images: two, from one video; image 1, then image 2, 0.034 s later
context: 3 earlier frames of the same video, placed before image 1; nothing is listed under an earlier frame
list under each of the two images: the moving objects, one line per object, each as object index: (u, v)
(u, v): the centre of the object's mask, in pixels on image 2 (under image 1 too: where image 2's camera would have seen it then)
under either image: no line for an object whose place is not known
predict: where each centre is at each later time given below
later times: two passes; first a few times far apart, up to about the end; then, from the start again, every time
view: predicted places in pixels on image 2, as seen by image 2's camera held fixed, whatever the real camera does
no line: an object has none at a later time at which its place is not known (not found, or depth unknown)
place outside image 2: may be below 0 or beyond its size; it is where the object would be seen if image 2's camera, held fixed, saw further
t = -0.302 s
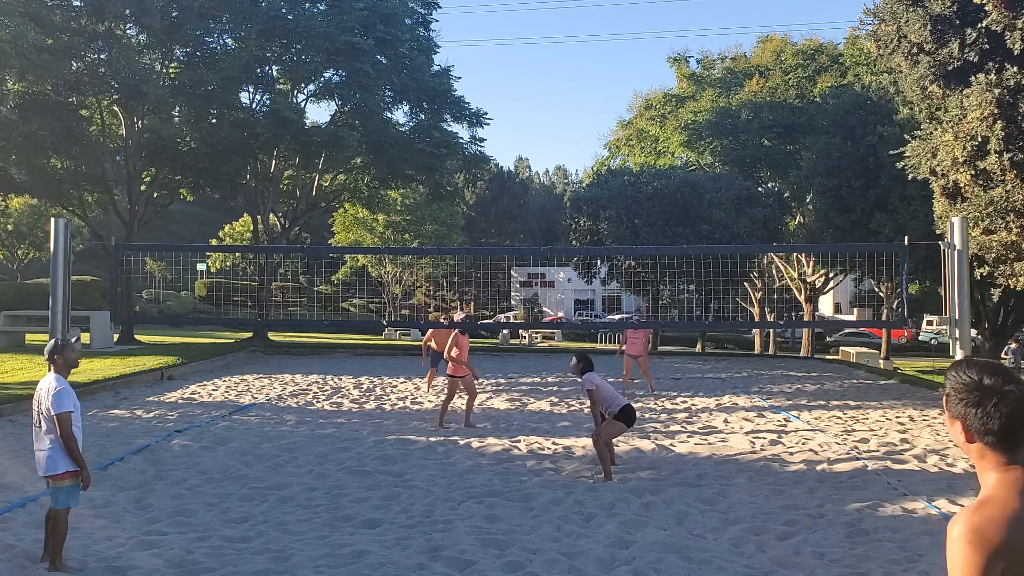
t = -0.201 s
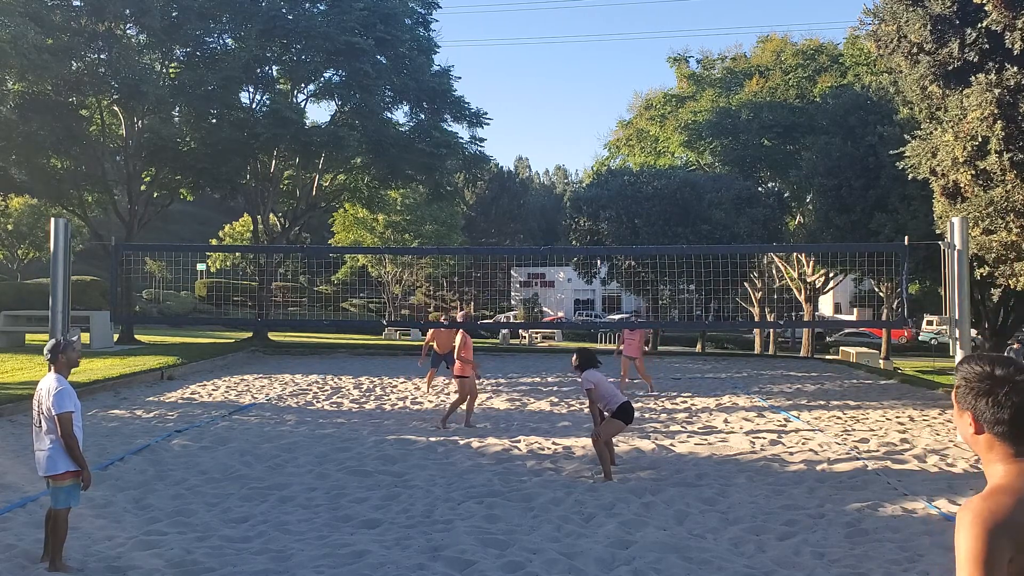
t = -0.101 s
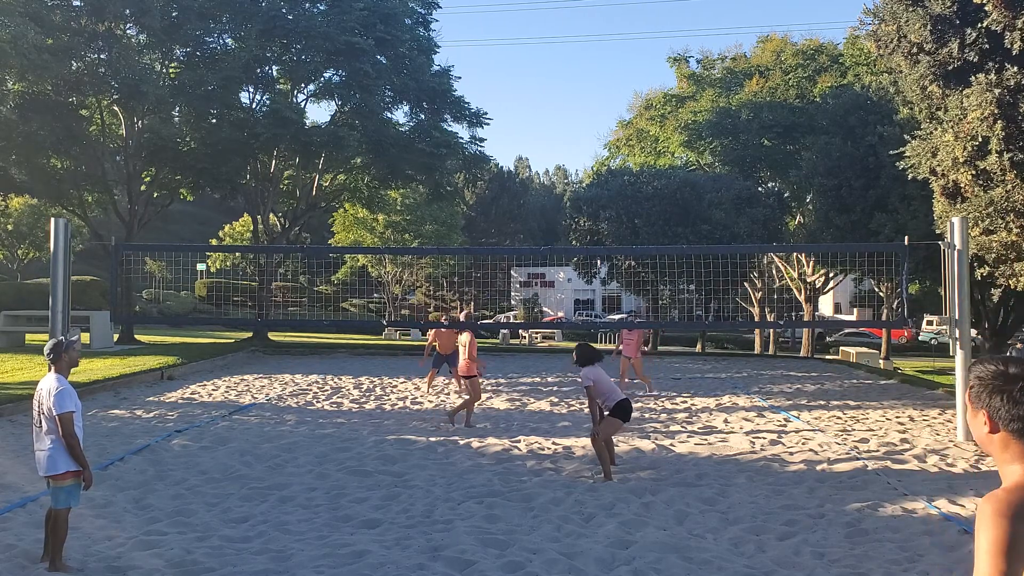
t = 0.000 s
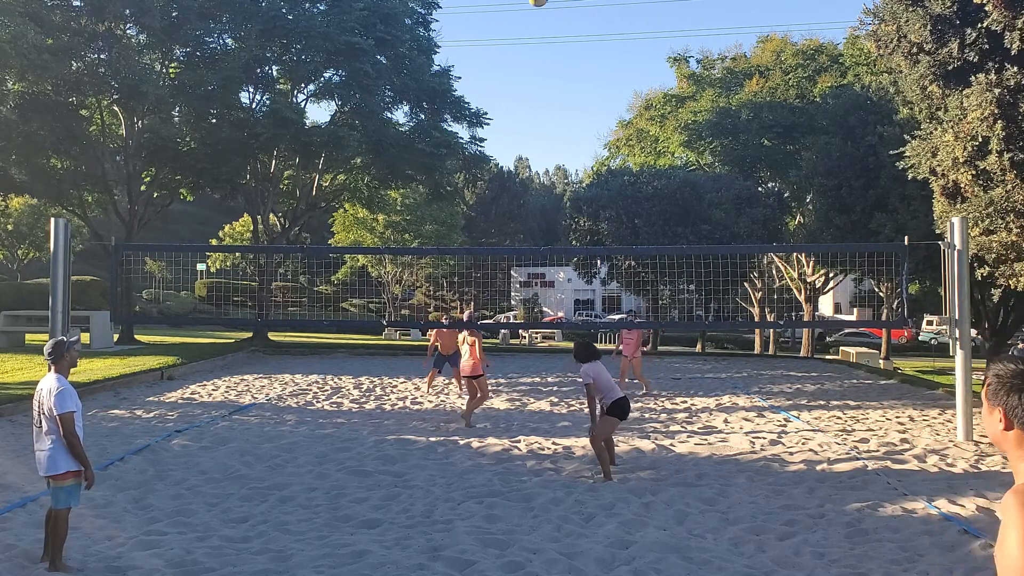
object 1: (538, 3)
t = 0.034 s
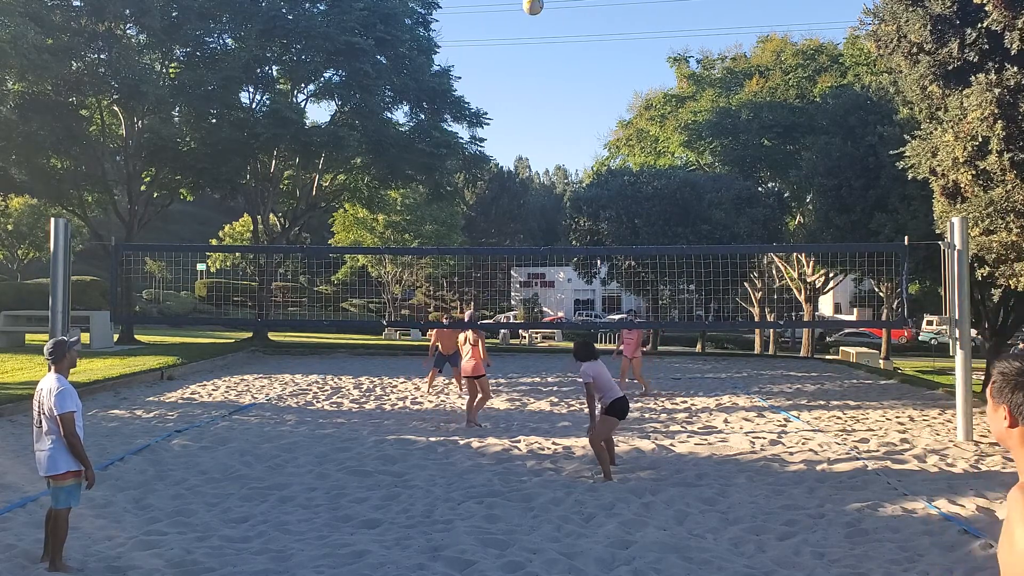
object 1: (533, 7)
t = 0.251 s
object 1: (507, 70)
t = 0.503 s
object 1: (490, 157)
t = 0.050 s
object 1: (530, 9)
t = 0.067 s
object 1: (528, 14)
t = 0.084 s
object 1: (526, 18)
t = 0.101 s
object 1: (524, 23)
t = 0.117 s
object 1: (522, 28)
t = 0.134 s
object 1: (520, 33)
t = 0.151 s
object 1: (518, 38)
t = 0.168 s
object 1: (516, 43)
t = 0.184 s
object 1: (514, 48)
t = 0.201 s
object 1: (512, 54)
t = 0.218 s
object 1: (511, 59)
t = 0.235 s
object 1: (509, 65)
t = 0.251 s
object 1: (507, 70)
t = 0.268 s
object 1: (506, 76)
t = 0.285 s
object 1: (504, 81)
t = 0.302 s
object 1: (503, 87)
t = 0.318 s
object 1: (502, 93)
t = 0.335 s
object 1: (500, 98)
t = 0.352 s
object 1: (499, 104)
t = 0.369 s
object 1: (498, 110)
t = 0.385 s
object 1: (497, 116)
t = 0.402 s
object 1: (495, 121)
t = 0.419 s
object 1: (495, 127)
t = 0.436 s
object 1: (493, 133)
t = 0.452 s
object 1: (493, 139)
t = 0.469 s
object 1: (492, 145)
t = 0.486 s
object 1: (491, 151)
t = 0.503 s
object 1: (490, 157)
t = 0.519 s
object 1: (489, 163)
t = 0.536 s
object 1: (488, 169)
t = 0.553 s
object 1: (487, 174)
